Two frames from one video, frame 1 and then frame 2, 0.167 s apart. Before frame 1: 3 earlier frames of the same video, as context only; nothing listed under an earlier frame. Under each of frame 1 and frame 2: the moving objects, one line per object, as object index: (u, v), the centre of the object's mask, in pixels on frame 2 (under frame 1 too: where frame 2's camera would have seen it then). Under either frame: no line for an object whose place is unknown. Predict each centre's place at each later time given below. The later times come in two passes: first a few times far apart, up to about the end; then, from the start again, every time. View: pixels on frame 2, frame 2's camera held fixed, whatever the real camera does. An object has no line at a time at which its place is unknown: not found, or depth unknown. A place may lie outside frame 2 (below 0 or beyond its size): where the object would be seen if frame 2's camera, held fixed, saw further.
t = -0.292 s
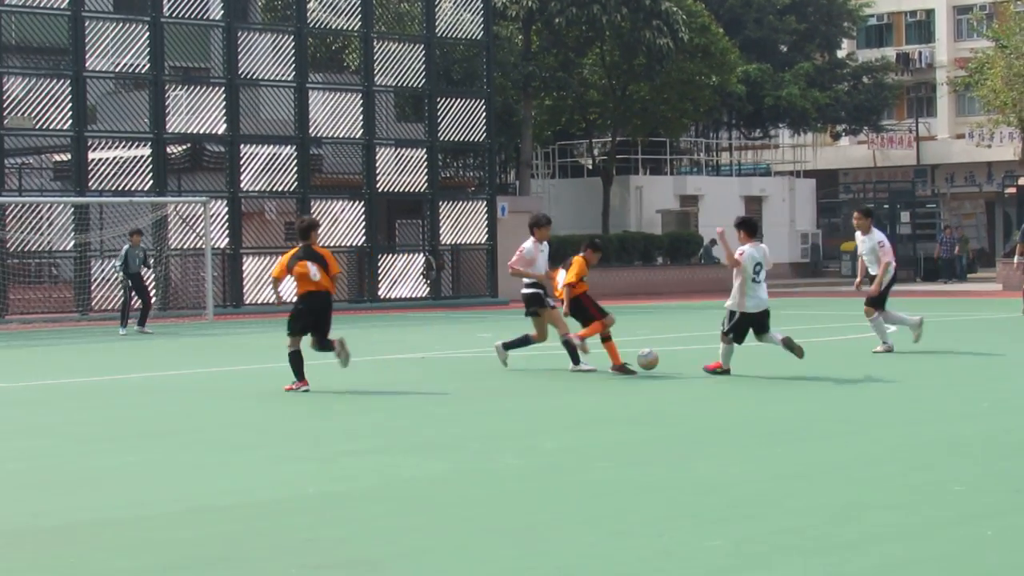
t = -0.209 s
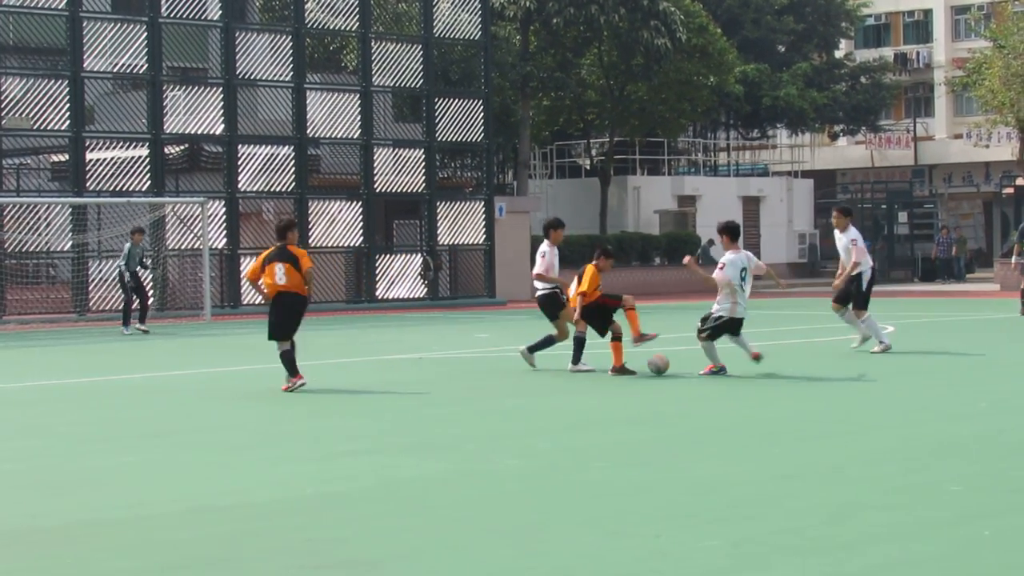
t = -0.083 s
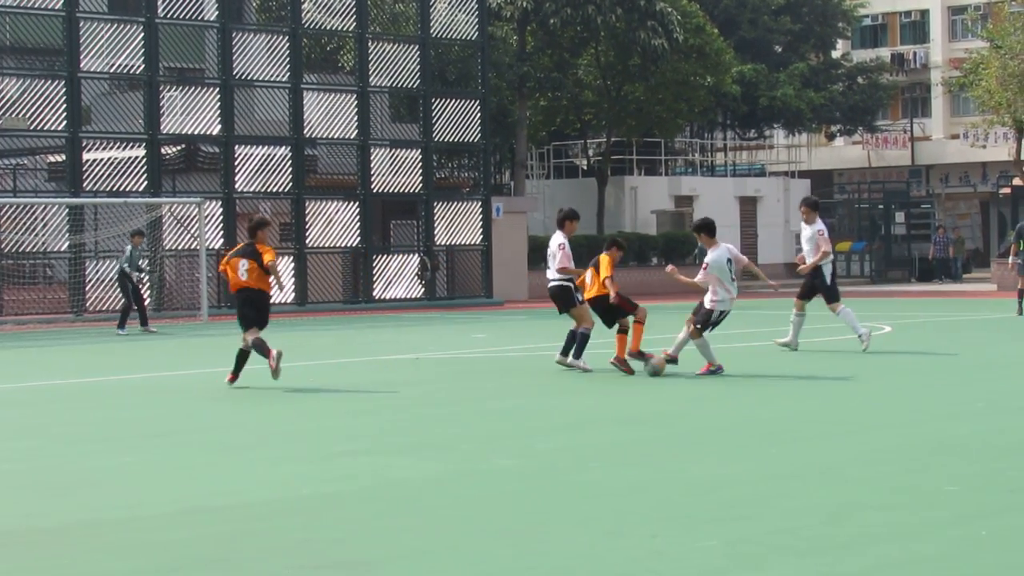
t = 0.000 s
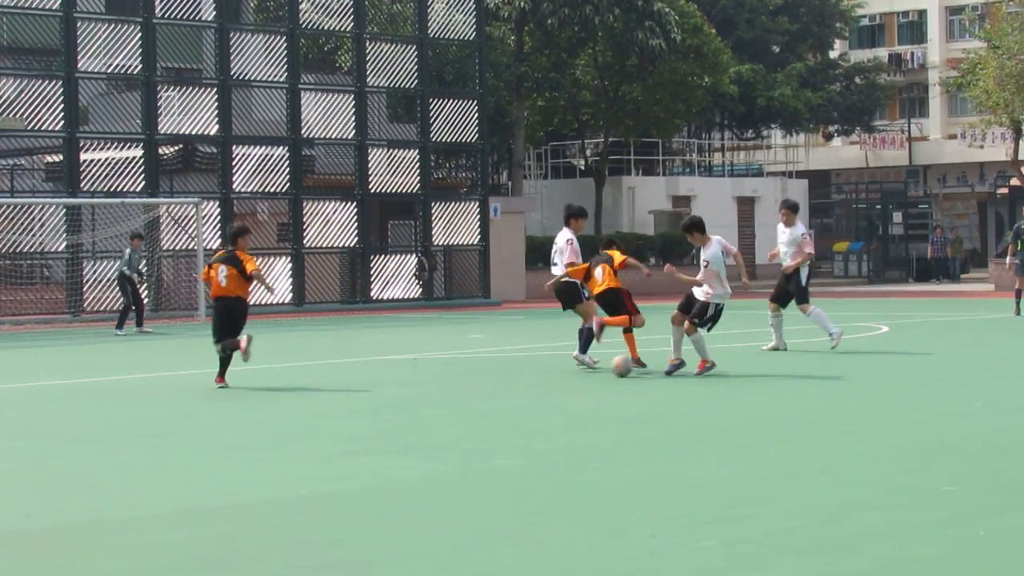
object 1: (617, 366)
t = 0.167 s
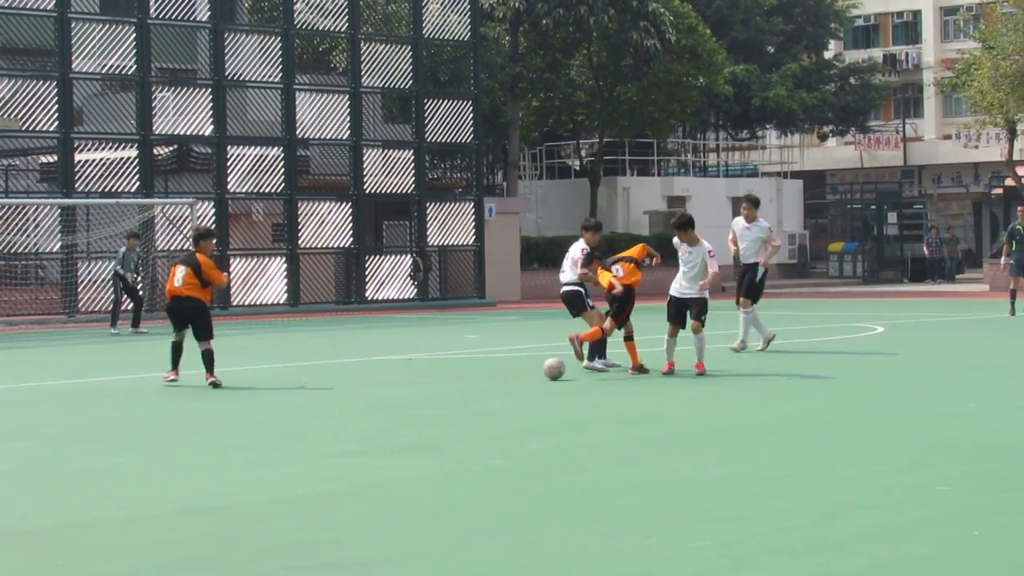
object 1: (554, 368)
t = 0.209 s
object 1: (538, 369)
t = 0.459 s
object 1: (444, 373)
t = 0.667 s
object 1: (366, 376)
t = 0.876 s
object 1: (289, 379)
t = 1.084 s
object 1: (211, 381)
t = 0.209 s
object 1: (538, 369)
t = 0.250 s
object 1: (522, 370)
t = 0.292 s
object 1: (506, 370)
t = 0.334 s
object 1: (491, 371)
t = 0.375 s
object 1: (475, 372)
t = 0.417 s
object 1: (460, 372)
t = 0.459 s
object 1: (444, 373)
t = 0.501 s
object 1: (429, 373)
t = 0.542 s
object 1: (413, 374)
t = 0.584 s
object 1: (397, 375)
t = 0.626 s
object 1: (382, 375)
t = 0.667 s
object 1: (366, 376)
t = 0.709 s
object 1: (351, 376)
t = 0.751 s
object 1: (335, 377)
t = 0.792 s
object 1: (320, 378)
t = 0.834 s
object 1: (304, 378)
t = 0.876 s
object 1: (289, 379)
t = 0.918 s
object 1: (273, 380)
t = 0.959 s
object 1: (258, 380)
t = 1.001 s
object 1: (242, 380)
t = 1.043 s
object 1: (227, 382)
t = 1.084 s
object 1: (211, 381)
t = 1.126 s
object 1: (195, 383)
